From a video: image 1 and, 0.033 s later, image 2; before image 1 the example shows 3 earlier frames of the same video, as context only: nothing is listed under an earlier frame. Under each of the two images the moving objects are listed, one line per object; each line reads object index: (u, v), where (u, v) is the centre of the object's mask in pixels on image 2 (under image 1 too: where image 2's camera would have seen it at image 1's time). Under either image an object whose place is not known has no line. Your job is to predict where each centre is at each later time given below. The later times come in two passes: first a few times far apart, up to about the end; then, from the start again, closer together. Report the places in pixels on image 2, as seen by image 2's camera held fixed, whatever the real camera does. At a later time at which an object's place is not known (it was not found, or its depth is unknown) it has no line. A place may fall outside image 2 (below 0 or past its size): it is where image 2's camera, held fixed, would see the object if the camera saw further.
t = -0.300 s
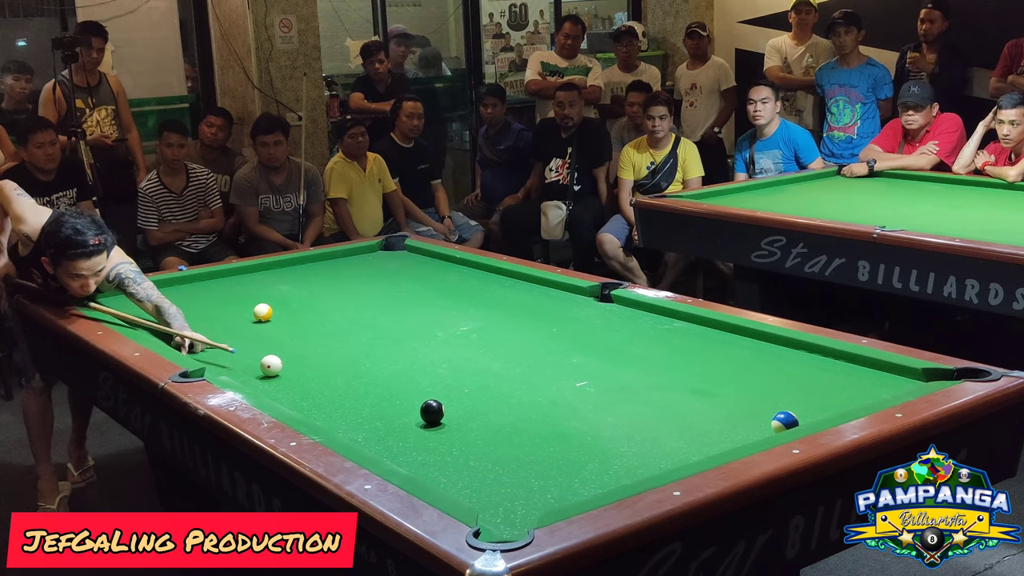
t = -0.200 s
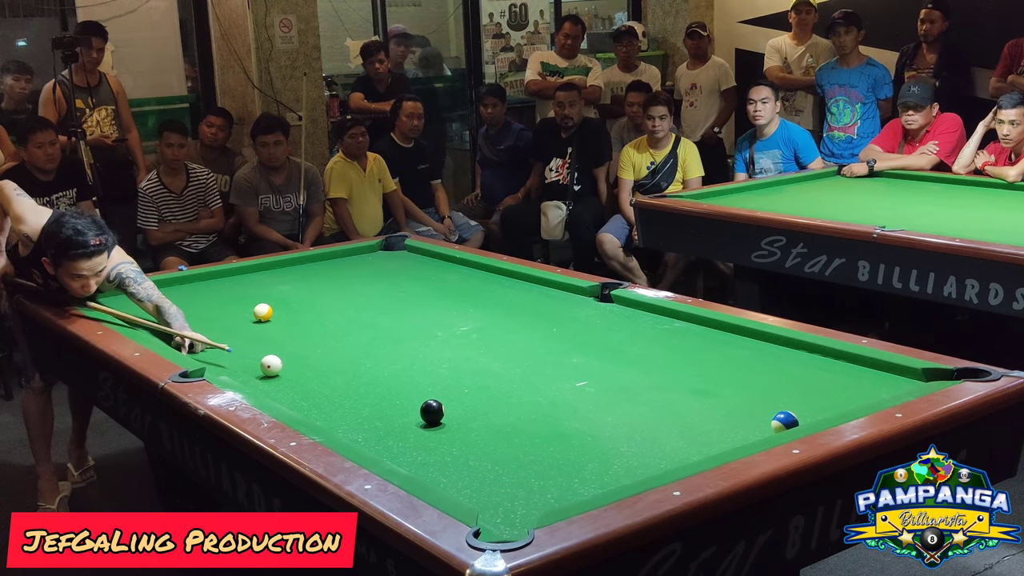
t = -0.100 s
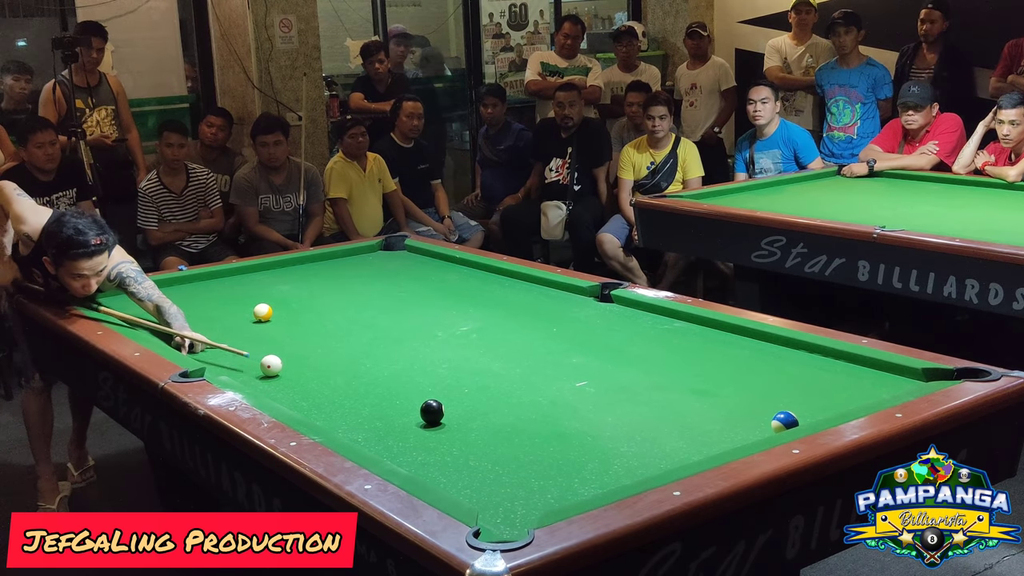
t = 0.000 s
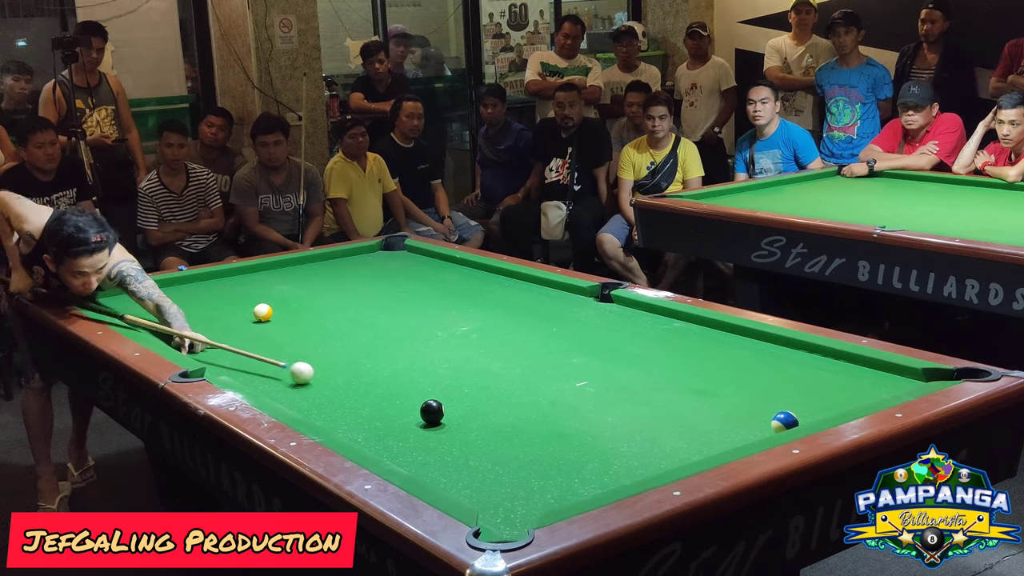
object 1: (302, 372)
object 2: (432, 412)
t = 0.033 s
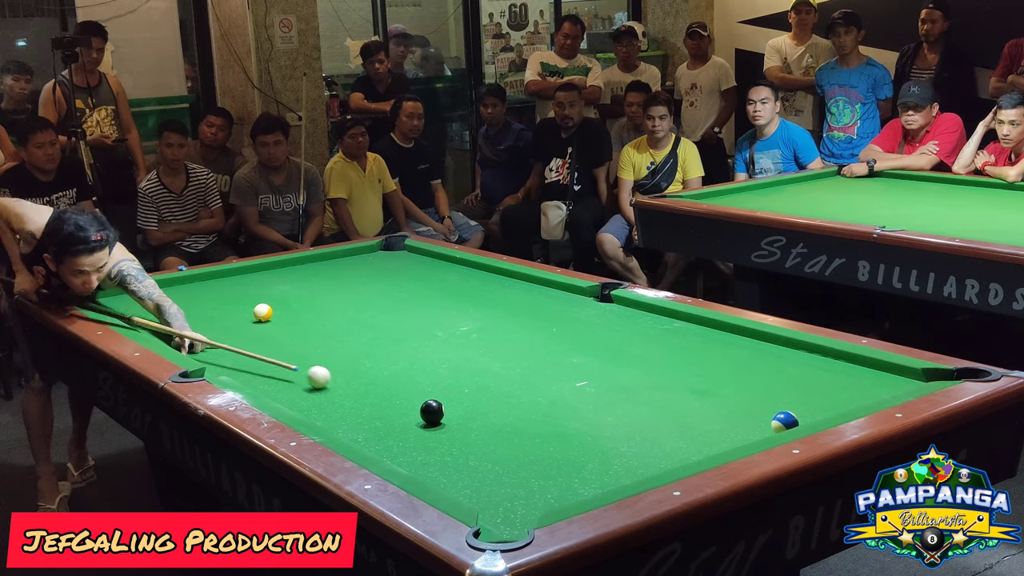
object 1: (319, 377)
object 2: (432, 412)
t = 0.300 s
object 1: (455, 401)
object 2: (441, 424)
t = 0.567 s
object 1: (575, 400)
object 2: (476, 470)
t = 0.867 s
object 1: (713, 400)
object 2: (518, 528)
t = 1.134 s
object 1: (837, 399)
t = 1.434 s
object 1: (870, 385)
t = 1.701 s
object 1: (866, 367)
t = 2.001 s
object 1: (825, 359)
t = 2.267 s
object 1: (781, 356)
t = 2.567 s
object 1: (734, 353)
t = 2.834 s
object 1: (698, 350)
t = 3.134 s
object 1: (664, 348)
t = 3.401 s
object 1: (634, 346)
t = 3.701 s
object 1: (605, 345)
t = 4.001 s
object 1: (578, 343)
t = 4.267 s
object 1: (557, 343)
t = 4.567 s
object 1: (538, 341)
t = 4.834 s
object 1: (522, 341)
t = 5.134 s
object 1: (508, 341)
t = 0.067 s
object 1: (335, 381)
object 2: (432, 412)
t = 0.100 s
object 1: (352, 385)
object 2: (432, 412)
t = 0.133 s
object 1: (369, 390)
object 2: (432, 412)
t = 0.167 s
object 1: (388, 394)
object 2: (432, 412)
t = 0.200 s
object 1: (407, 399)
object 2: (432, 412)
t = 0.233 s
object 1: (421, 400)
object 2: (432, 412)
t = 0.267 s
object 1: (441, 399)
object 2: (436, 418)
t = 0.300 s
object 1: (455, 401)
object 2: (441, 424)
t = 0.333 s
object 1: (469, 400)
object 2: (446, 431)
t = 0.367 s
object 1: (484, 400)
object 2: (451, 437)
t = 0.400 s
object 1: (499, 400)
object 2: (455, 442)
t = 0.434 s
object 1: (514, 400)
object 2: (459, 448)
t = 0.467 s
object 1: (530, 400)
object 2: (463, 453)
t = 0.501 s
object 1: (545, 400)
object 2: (467, 459)
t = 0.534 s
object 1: (560, 400)
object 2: (472, 465)
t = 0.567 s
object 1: (575, 400)
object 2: (476, 470)
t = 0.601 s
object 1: (590, 399)
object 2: (481, 477)
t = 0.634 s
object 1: (606, 400)
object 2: (486, 483)
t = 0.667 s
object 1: (621, 399)
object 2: (491, 490)
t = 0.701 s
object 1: (636, 399)
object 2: (496, 496)
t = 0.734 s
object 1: (652, 399)
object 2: (501, 503)
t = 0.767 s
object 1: (667, 399)
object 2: (506, 509)
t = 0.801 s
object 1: (682, 399)
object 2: (512, 517)
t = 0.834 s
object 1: (698, 399)
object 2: (516, 523)
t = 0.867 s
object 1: (713, 400)
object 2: (518, 528)
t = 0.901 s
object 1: (728, 399)
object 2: (510, 536)
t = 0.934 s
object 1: (744, 400)
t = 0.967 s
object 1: (759, 399)
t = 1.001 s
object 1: (774, 399)
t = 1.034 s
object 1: (790, 399)
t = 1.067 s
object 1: (806, 399)
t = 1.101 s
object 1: (822, 400)
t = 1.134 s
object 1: (837, 399)
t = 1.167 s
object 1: (852, 397)
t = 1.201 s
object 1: (866, 396)
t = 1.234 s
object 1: (871, 394)
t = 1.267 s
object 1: (871, 392)
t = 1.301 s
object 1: (871, 390)
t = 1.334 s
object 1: (871, 389)
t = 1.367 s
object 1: (871, 388)
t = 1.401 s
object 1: (871, 387)
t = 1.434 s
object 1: (870, 385)
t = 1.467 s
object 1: (869, 382)
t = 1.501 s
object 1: (869, 380)
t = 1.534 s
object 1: (868, 378)
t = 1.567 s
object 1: (868, 375)
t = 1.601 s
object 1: (868, 373)
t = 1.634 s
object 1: (867, 371)
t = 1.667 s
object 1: (867, 369)
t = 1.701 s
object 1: (866, 367)
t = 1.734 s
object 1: (865, 365)
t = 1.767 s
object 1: (865, 363)
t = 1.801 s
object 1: (860, 362)
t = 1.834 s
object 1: (854, 362)
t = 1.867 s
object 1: (848, 361)
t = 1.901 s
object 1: (842, 361)
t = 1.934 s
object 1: (837, 360)
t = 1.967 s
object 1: (831, 360)
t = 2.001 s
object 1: (825, 359)
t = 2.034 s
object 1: (819, 359)
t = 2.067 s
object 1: (814, 358)
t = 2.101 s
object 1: (808, 358)
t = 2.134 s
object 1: (800, 357)
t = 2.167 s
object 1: (794, 357)
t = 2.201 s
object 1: (789, 357)
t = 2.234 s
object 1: (783, 357)
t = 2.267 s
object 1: (781, 356)
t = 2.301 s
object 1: (775, 356)
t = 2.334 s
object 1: (771, 355)
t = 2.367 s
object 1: (765, 355)
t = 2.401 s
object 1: (760, 355)
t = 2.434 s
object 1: (753, 354)
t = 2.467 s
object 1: (748, 354)
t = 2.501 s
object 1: (743, 354)
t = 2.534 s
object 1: (739, 353)
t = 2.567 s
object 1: (734, 353)
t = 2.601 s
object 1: (729, 353)
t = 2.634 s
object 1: (727, 352)
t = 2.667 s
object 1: (722, 352)
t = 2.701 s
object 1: (718, 352)
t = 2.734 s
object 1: (711, 351)
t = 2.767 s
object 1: (706, 351)
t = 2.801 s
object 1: (702, 351)
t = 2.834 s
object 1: (698, 350)
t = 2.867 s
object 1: (694, 350)
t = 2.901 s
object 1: (690, 350)
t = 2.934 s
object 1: (686, 350)
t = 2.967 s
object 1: (684, 349)
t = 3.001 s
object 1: (680, 349)
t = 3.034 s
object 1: (676, 349)
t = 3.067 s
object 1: (672, 348)
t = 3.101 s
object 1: (668, 348)
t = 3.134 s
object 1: (664, 348)
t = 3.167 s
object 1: (660, 348)
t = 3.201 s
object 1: (656, 348)
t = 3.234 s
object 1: (652, 348)
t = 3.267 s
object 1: (649, 347)
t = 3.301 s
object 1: (645, 347)
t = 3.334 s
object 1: (641, 347)
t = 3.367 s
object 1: (638, 347)
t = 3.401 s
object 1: (634, 346)
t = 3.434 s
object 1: (631, 346)
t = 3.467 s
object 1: (627, 347)
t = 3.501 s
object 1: (624, 346)
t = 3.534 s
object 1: (621, 346)
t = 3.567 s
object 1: (618, 346)
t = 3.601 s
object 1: (614, 345)
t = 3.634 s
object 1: (611, 345)
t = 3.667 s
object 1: (608, 345)
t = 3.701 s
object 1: (605, 345)
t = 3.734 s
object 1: (601, 344)
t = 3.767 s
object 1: (597, 345)
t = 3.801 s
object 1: (594, 344)
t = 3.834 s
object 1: (591, 344)
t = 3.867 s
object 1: (588, 344)
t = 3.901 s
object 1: (586, 344)
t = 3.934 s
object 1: (583, 344)
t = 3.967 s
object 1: (581, 343)
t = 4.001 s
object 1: (578, 343)
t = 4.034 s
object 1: (575, 343)
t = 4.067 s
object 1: (572, 343)
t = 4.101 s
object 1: (570, 343)
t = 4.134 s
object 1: (567, 343)
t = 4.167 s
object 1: (565, 343)
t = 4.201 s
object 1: (562, 343)
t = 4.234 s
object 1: (560, 343)
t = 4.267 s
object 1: (557, 343)
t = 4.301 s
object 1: (555, 342)
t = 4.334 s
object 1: (553, 342)
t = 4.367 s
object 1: (551, 342)
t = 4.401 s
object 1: (550, 342)
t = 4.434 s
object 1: (546, 342)
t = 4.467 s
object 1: (544, 341)
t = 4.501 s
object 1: (542, 341)
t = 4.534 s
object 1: (540, 341)
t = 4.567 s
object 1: (538, 341)
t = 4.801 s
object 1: (524, 341)
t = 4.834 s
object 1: (522, 341)
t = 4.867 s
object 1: (520, 341)
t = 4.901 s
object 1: (520, 341)
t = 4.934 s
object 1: (518, 341)
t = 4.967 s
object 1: (516, 341)
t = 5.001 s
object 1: (515, 341)
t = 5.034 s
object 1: (513, 341)
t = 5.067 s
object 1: (511, 341)
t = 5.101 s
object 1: (510, 341)
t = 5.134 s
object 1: (508, 341)
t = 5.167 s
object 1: (507, 341)
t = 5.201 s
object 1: (505, 341)
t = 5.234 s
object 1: (504, 340)
